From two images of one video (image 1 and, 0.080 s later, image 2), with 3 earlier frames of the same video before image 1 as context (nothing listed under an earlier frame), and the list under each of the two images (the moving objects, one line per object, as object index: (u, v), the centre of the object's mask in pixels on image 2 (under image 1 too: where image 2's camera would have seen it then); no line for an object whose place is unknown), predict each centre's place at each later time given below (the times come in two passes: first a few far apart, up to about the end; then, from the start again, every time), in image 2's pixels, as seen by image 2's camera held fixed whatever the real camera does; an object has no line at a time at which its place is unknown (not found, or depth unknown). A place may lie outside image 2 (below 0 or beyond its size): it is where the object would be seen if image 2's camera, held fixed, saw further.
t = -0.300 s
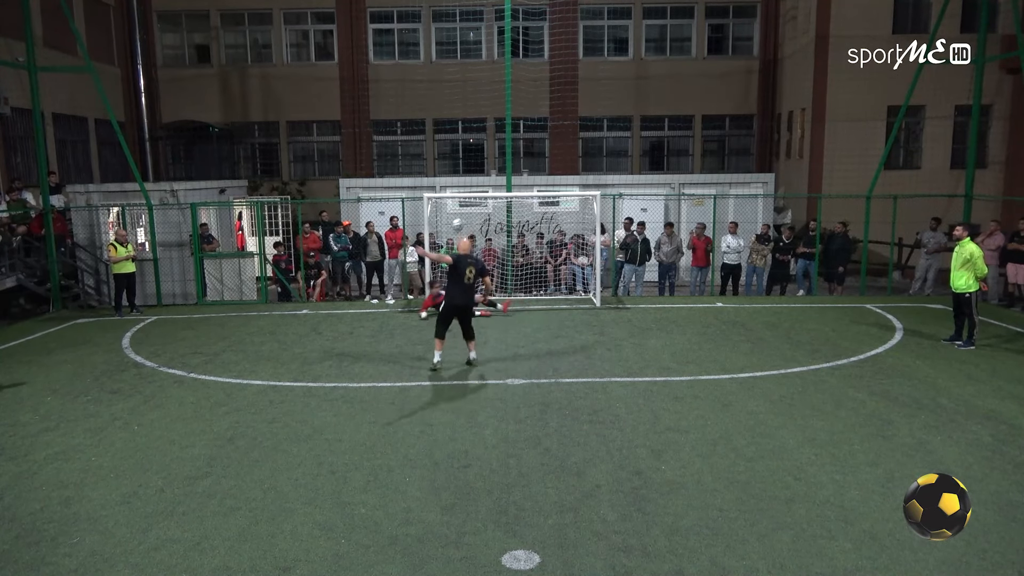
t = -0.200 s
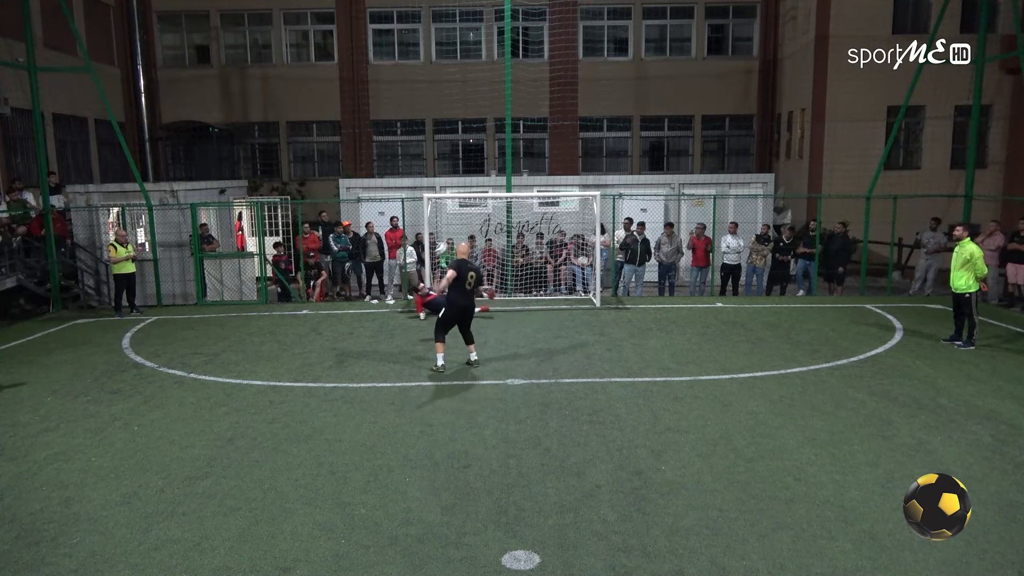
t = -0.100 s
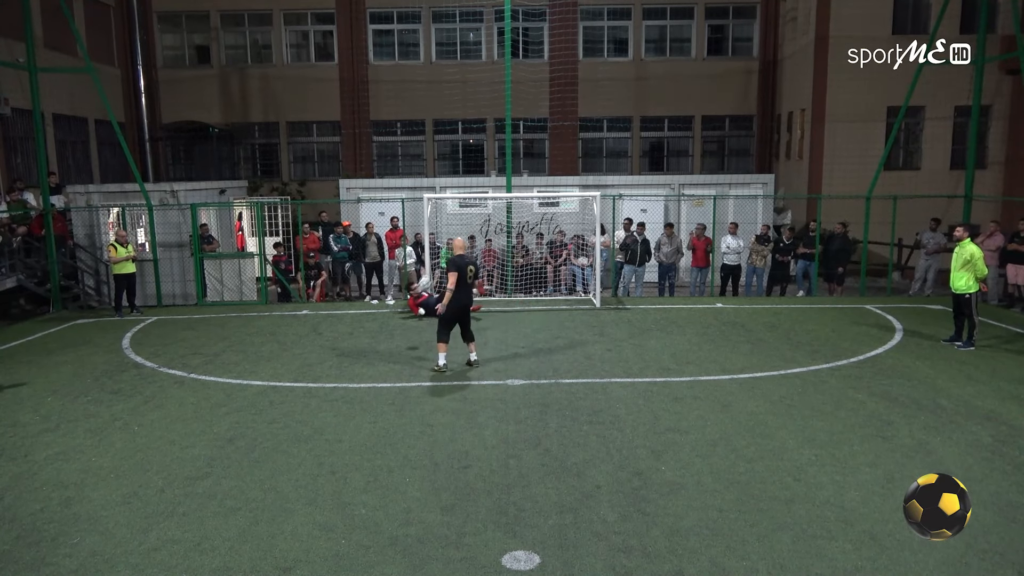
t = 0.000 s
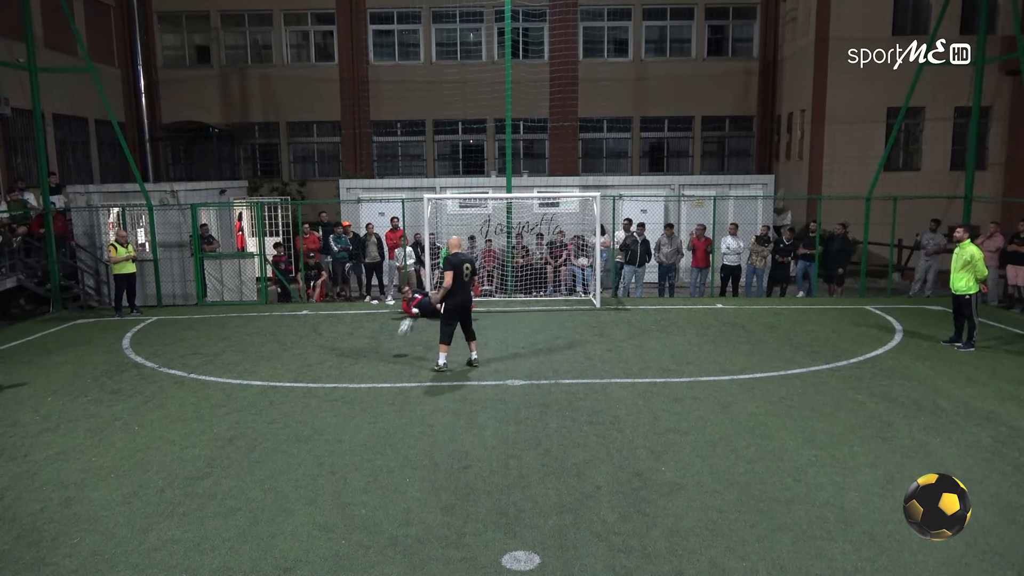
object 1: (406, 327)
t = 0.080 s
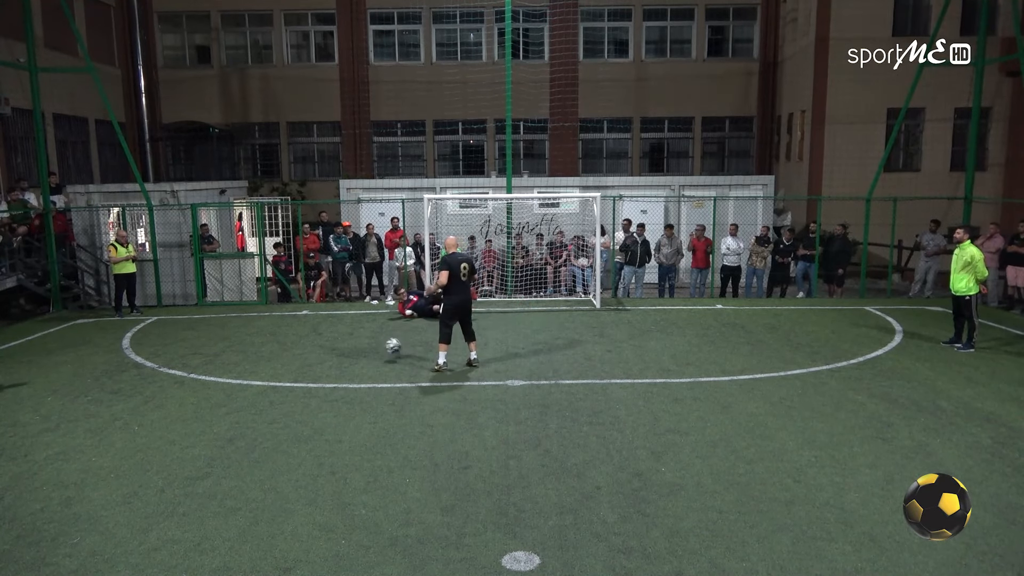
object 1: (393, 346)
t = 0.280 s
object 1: (376, 323)
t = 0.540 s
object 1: (351, 338)
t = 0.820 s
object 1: (322, 388)
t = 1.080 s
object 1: (289, 411)
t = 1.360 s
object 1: (246, 446)
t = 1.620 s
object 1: (195, 476)
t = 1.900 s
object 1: (130, 514)
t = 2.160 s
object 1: (57, 557)
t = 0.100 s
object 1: (391, 342)
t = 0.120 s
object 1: (390, 339)
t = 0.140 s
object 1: (388, 336)
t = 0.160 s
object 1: (386, 333)
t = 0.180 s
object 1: (385, 331)
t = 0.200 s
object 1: (383, 329)
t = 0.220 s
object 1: (381, 327)
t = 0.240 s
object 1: (379, 325)
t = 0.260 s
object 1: (377, 324)
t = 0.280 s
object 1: (376, 323)
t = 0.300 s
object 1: (374, 322)
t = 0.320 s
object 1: (372, 322)
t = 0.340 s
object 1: (370, 322)
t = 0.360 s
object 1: (368, 322)
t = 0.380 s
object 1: (367, 322)
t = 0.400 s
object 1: (364, 323)
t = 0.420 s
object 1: (363, 324)
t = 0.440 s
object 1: (361, 325)
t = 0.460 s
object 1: (359, 328)
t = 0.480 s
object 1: (357, 330)
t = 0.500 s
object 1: (355, 332)
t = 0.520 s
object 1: (353, 335)
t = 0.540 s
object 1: (351, 338)
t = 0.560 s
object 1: (349, 341)
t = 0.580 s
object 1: (347, 345)
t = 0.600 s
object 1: (345, 349)
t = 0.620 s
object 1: (343, 354)
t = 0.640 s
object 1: (341, 359)
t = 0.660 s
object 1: (339, 365)
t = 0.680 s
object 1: (337, 371)
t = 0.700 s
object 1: (335, 377)
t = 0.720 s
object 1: (333, 384)
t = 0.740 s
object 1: (331, 392)
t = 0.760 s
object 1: (329, 392)
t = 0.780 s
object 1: (326, 391)
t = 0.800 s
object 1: (324, 389)
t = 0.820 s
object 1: (322, 388)
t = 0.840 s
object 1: (319, 388)
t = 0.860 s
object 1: (317, 388)
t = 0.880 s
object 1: (314, 388)
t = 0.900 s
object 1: (311, 388)
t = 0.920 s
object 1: (309, 389)
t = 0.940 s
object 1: (307, 390)
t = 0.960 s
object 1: (304, 392)
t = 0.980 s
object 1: (301, 394)
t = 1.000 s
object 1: (299, 397)
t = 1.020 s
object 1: (296, 399)
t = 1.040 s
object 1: (294, 403)
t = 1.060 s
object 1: (291, 407)
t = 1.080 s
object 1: (289, 411)
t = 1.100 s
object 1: (286, 416)
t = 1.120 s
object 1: (283, 422)
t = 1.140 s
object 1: (280, 425)
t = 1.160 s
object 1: (277, 425)
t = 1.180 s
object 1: (274, 425)
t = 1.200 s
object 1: (271, 425)
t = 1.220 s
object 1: (268, 427)
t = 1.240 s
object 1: (265, 428)
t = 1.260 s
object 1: (262, 431)
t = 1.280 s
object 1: (259, 433)
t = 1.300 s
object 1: (255, 436)
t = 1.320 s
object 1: (253, 439)
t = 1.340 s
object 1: (249, 443)
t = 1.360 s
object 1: (246, 446)
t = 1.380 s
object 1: (242, 447)
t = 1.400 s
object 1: (238, 449)
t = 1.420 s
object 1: (234, 450)
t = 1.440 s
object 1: (231, 452)
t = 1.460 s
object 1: (227, 455)
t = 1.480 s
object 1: (223, 458)
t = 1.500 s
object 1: (220, 461)
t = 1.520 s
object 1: (216, 464)
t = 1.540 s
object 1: (212, 466)
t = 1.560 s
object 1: (208, 467)
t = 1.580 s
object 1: (204, 470)
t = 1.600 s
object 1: (200, 473)
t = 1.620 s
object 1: (195, 476)
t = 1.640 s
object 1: (191, 479)
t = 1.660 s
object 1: (187, 481)
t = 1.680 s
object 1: (183, 483)
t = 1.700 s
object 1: (178, 486)
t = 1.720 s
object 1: (173, 489)
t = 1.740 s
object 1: (169, 491)
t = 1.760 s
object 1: (165, 493)
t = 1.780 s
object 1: (160, 497)
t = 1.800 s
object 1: (155, 500)
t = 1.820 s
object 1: (150, 502)
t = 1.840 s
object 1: (146, 505)
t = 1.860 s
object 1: (141, 508)
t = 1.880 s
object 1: (136, 511)
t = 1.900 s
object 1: (130, 514)
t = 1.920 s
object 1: (126, 517)
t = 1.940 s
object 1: (120, 520)
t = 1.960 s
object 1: (115, 523)
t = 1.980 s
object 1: (109, 526)
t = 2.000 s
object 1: (104, 529)
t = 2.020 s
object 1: (99, 533)
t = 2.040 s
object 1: (93, 535)
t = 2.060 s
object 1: (87, 539)
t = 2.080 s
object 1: (82, 543)
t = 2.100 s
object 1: (76, 546)
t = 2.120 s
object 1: (70, 549)
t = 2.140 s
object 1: (64, 553)
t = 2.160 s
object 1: (57, 557)
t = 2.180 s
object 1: (52, 559)
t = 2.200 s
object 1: (46, 561)
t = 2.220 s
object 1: (39, 563)
